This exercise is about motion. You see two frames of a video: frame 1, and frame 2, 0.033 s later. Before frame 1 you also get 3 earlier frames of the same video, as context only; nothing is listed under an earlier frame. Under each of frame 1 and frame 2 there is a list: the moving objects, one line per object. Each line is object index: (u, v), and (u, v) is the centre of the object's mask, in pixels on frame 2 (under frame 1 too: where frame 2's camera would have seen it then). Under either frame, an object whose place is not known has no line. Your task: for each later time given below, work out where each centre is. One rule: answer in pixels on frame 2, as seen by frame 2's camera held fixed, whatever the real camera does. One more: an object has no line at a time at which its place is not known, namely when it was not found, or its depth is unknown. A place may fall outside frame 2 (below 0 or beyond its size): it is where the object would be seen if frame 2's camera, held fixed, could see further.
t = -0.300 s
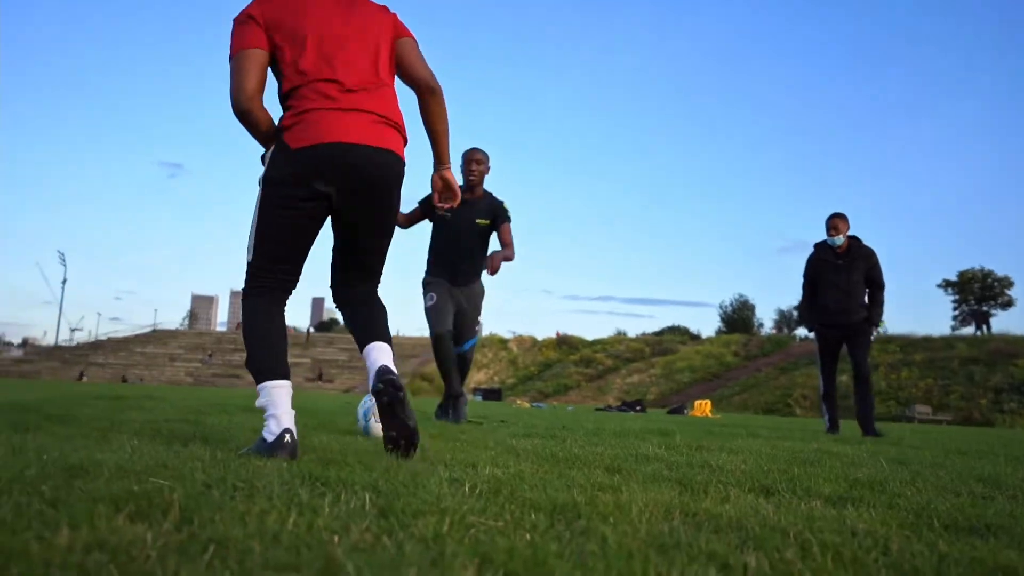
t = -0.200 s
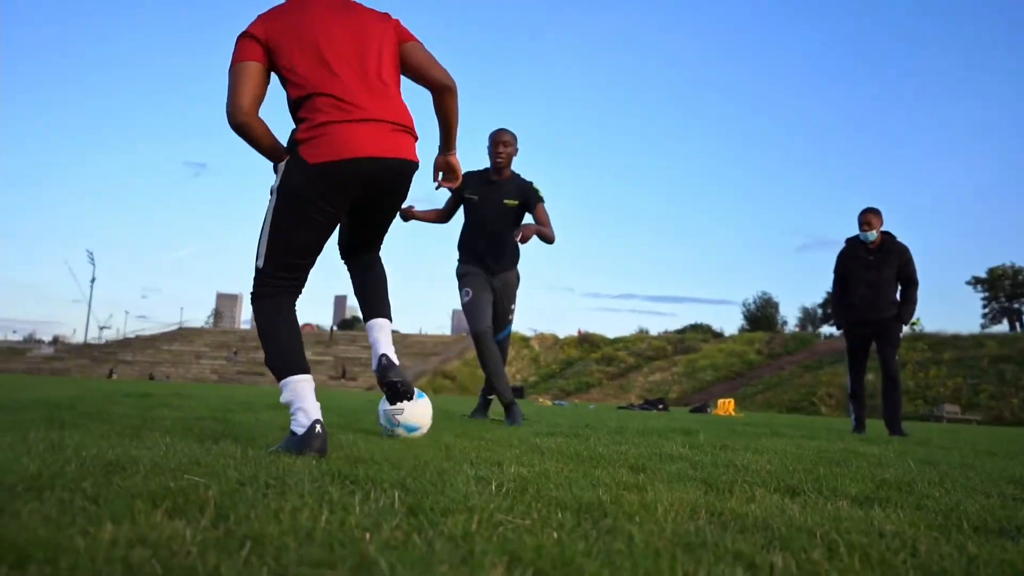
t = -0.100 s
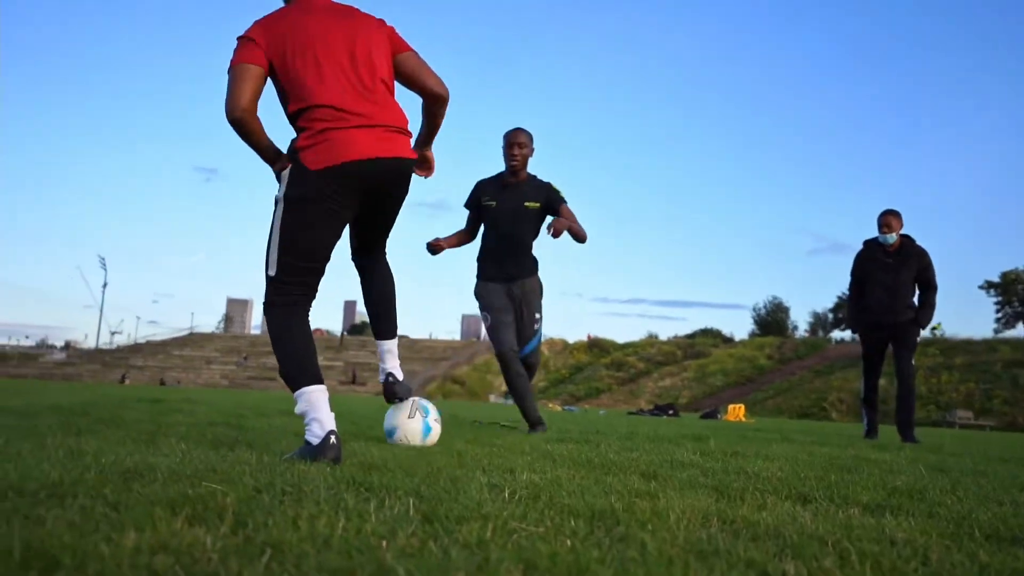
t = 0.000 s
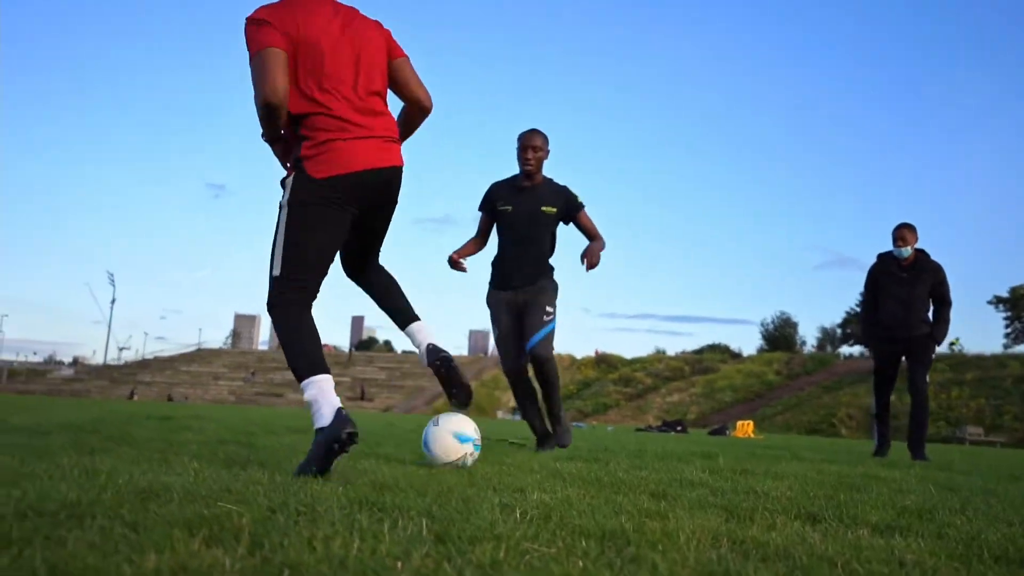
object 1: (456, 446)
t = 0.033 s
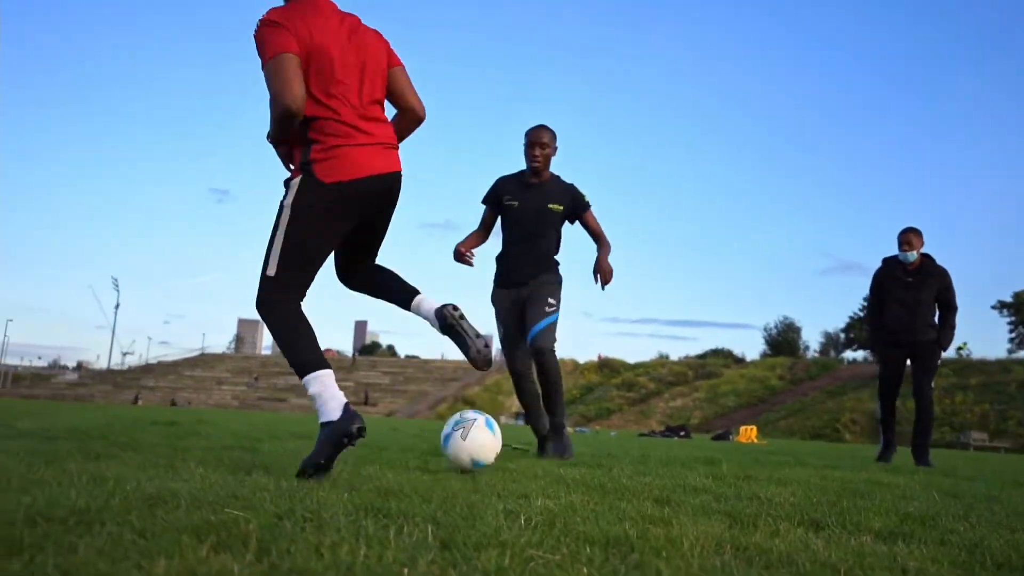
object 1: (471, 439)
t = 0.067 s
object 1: (488, 436)
